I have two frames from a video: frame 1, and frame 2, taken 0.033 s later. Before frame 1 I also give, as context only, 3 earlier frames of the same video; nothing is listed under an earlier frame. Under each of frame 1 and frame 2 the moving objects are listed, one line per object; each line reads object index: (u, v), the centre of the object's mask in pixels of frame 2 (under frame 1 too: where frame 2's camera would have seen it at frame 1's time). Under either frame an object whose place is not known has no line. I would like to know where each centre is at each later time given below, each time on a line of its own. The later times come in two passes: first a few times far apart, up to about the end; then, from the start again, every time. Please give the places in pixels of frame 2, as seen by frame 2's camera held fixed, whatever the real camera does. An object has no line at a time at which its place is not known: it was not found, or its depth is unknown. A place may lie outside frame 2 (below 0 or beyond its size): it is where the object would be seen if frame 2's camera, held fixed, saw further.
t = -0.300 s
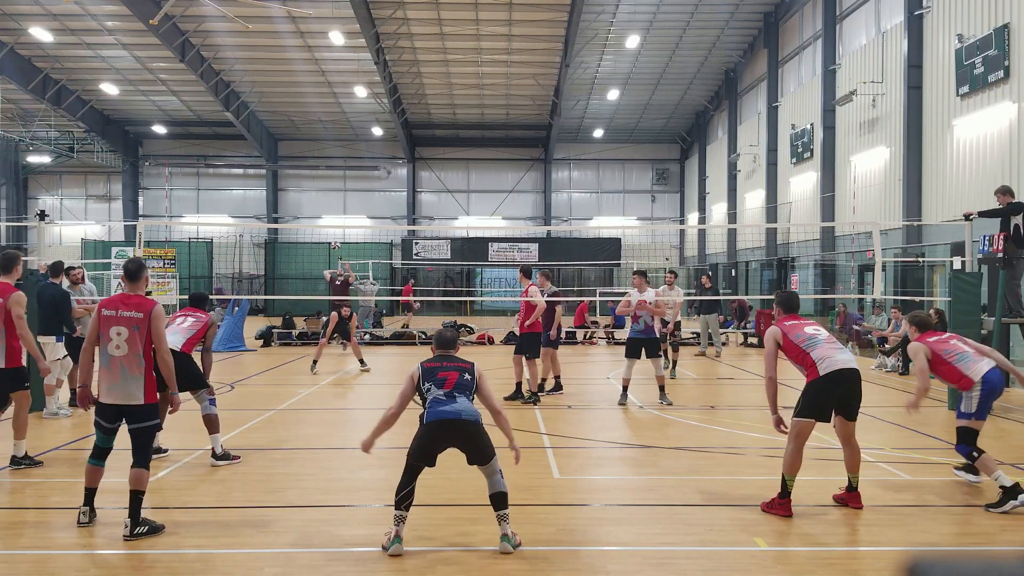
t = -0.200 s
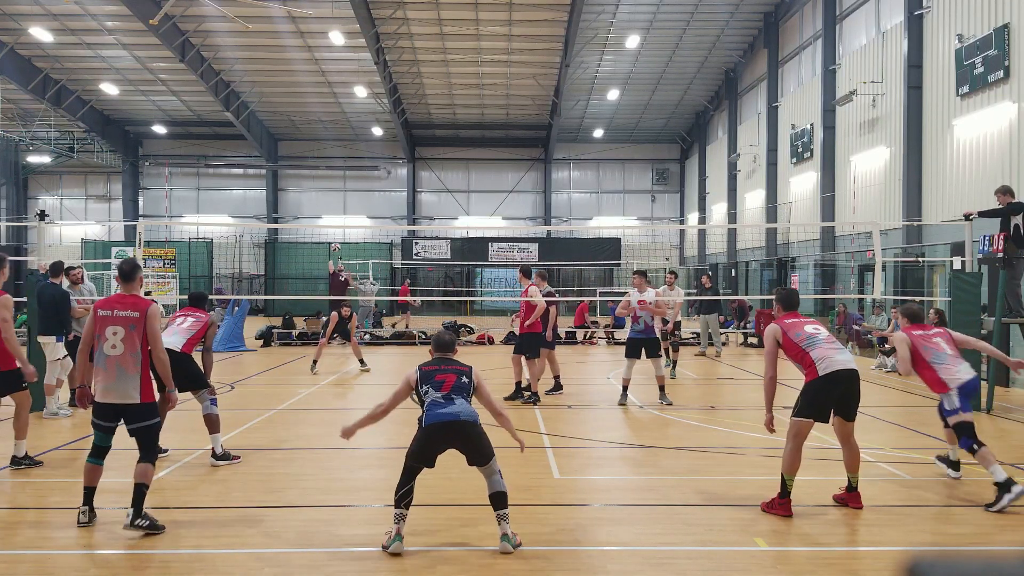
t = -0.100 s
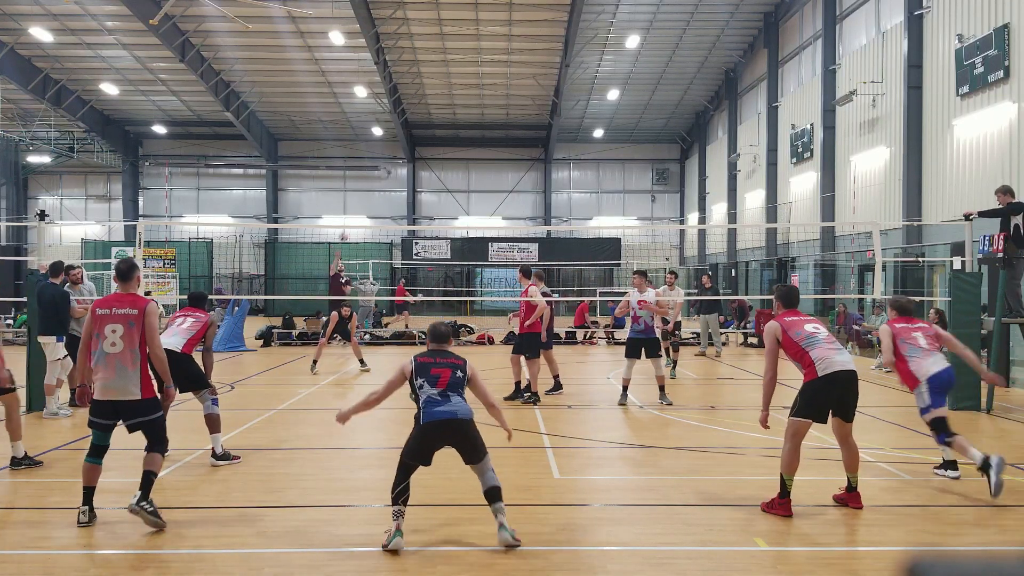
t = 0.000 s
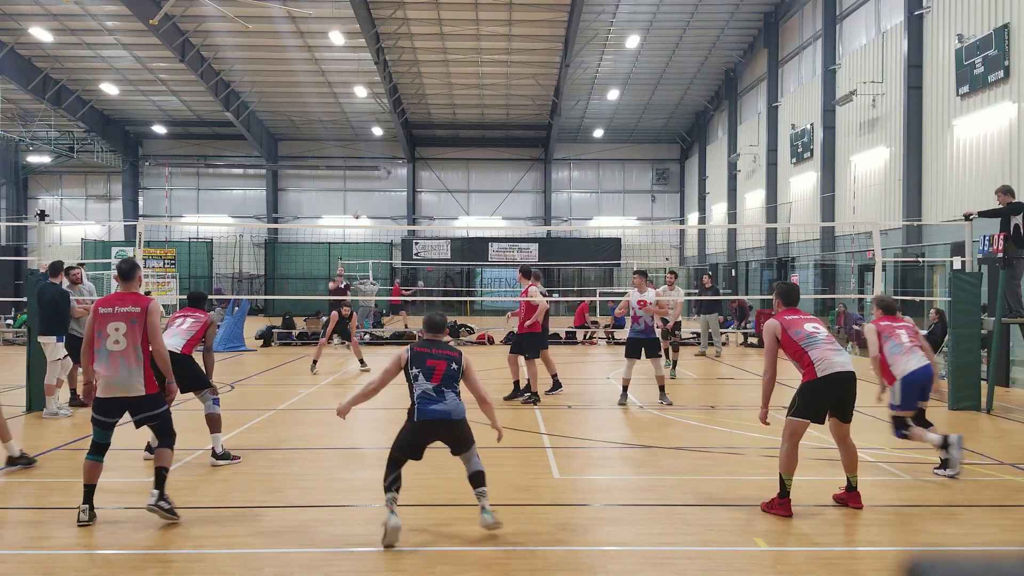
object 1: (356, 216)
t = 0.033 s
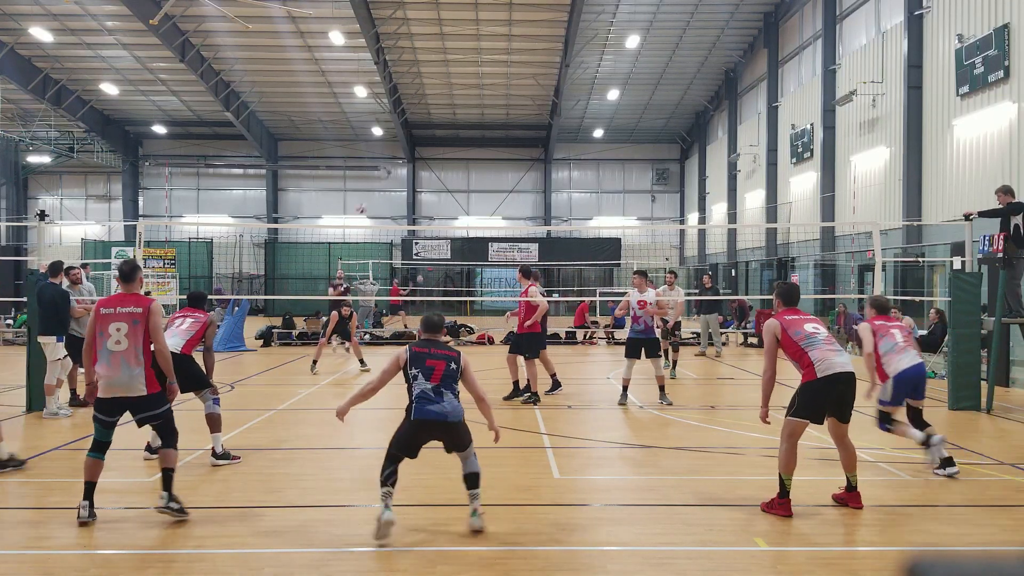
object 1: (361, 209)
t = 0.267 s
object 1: (408, 165)
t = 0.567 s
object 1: (492, 140)
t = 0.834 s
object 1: (604, 189)
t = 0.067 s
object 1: (366, 202)
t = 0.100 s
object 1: (372, 195)
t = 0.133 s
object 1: (379, 188)
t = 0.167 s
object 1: (385, 182)
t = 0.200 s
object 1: (391, 176)
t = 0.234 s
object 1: (399, 171)
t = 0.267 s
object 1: (408, 165)
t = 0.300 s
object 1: (415, 160)
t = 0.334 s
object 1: (424, 155)
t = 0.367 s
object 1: (432, 152)
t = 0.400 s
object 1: (441, 147)
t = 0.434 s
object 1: (450, 145)
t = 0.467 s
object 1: (460, 142)
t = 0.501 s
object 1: (470, 140)
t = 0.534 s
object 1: (481, 140)
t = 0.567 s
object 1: (492, 140)
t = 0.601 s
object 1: (504, 141)
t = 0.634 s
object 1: (516, 143)
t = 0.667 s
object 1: (529, 147)
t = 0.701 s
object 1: (542, 152)
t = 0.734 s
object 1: (555, 159)
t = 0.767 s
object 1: (571, 167)
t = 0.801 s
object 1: (588, 177)
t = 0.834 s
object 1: (604, 189)
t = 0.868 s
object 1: (625, 204)
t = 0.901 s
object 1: (647, 222)
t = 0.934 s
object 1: (670, 241)
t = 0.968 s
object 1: (697, 267)
